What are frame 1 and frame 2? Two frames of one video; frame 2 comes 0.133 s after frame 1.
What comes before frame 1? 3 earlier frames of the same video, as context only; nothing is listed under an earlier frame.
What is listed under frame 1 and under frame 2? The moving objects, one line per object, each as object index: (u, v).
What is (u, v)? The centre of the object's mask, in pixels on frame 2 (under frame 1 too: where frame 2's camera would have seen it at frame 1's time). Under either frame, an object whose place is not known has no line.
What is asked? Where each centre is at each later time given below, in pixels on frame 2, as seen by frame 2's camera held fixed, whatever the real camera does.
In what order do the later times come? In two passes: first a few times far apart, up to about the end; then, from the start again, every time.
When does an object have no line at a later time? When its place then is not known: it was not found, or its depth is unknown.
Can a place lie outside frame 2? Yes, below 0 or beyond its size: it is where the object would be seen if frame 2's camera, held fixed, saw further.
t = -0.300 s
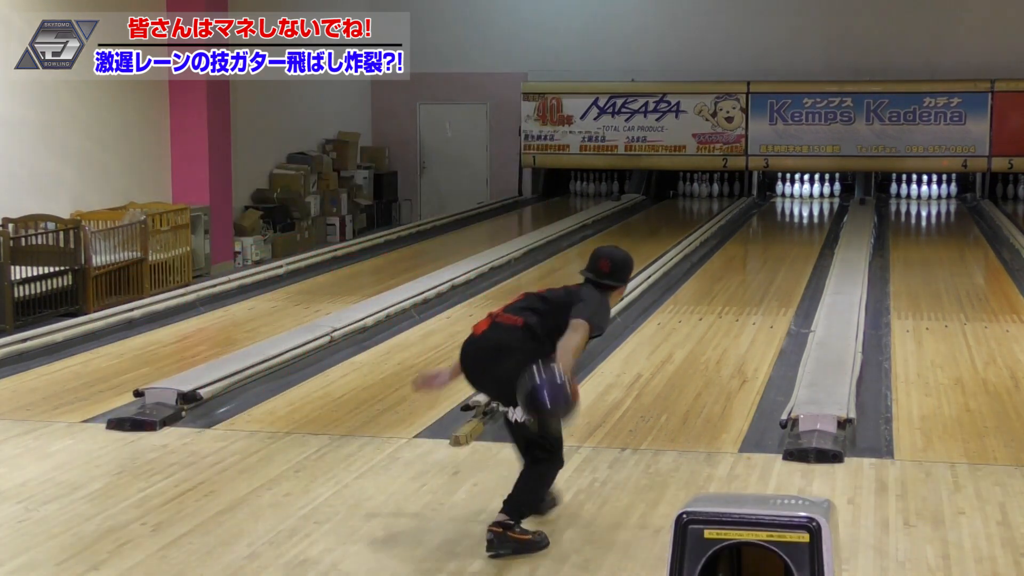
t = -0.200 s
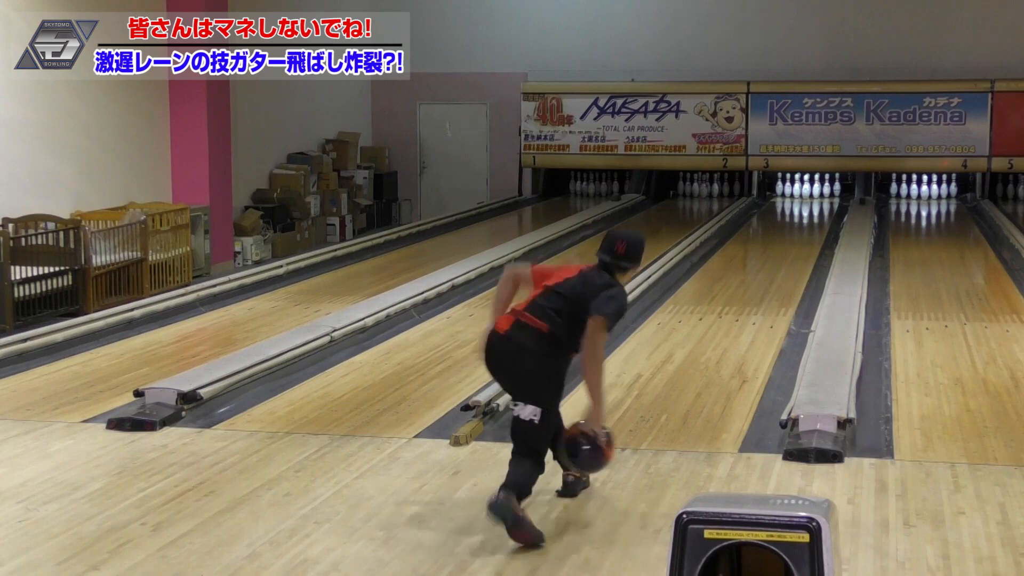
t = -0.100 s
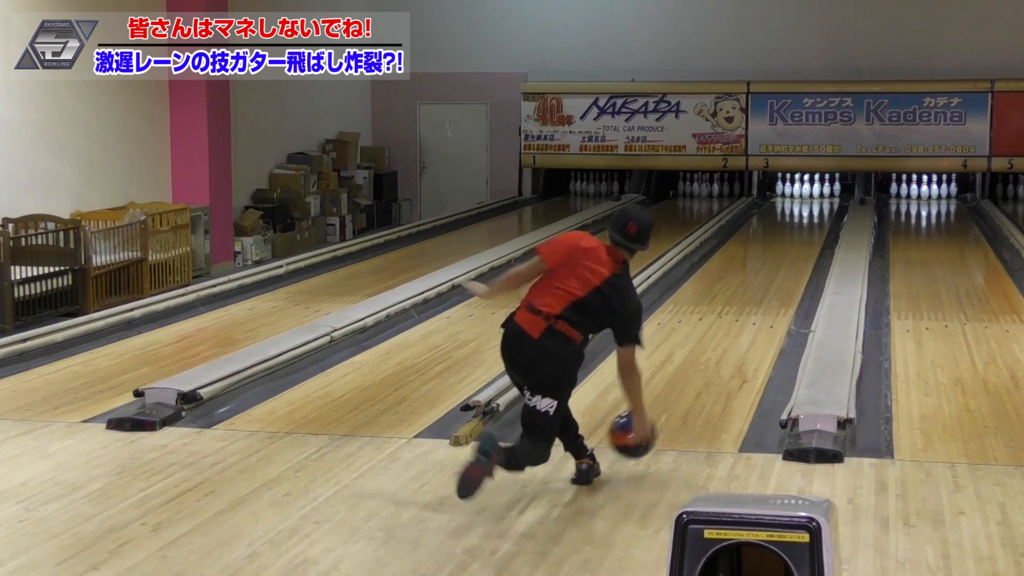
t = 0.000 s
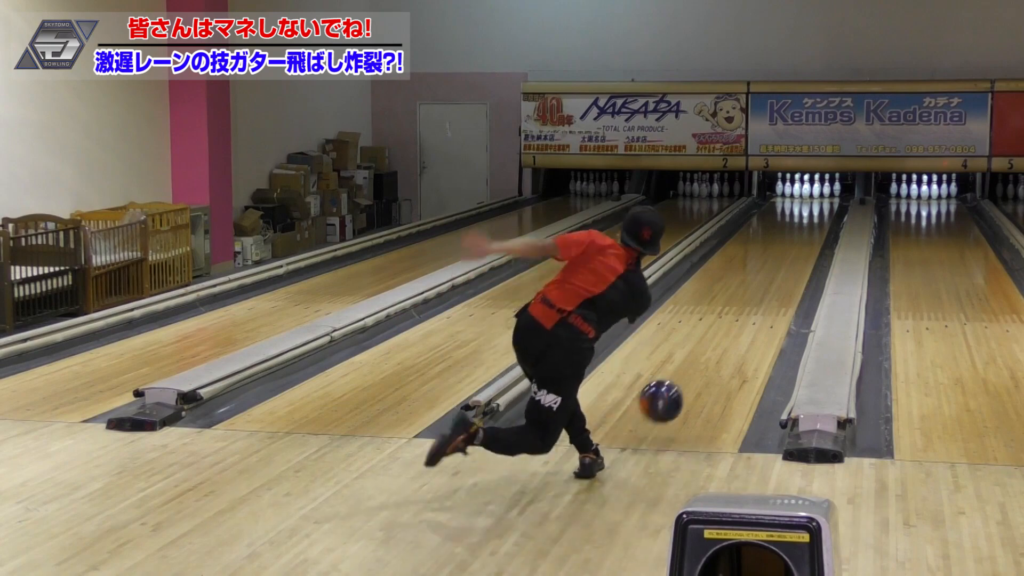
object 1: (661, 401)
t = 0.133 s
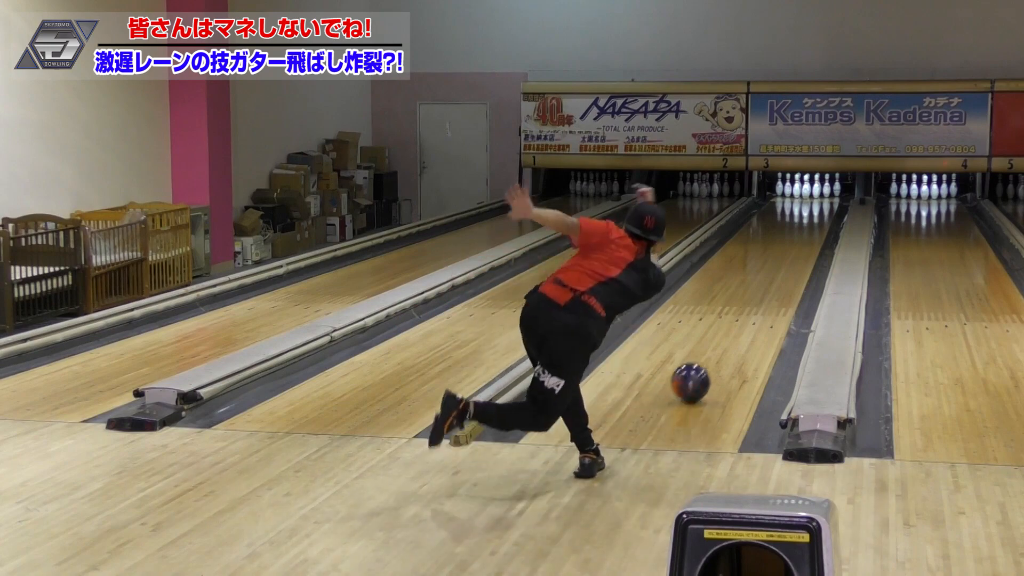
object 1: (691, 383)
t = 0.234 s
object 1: (708, 361)
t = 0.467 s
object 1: (737, 320)
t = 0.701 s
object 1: (756, 290)
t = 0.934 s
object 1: (768, 267)
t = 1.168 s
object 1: (775, 249)
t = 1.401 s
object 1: (777, 235)
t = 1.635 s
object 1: (780, 222)
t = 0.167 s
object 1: (697, 375)
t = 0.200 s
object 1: (703, 367)
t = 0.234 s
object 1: (708, 361)
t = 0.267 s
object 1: (713, 354)
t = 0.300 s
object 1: (718, 347)
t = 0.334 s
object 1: (722, 341)
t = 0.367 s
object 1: (726, 335)
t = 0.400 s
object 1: (730, 330)
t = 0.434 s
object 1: (734, 324)
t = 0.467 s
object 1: (737, 320)
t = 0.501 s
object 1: (740, 314)
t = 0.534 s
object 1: (743, 310)
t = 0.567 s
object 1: (746, 306)
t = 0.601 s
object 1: (749, 301)
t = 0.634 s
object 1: (751, 297)
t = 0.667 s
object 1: (754, 293)
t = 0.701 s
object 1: (756, 290)
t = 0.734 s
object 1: (758, 286)
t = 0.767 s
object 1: (760, 282)
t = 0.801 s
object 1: (762, 279)
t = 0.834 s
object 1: (763, 276)
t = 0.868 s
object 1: (765, 273)
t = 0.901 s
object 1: (766, 270)
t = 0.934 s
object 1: (768, 267)
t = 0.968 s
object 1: (769, 264)
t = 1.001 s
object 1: (770, 261)
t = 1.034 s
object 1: (771, 258)
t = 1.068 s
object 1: (772, 256)
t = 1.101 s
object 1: (773, 254)
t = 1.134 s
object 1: (773, 252)
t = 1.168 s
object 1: (775, 249)
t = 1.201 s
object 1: (775, 247)
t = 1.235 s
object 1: (776, 244)
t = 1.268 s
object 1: (776, 243)
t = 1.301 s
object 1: (777, 240)
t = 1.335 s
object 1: (777, 238)
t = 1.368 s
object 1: (777, 236)
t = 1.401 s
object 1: (777, 235)
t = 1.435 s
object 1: (778, 232)
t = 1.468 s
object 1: (778, 231)
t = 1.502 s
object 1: (778, 229)
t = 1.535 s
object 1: (779, 228)
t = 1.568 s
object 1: (779, 226)
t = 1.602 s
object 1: (779, 224)
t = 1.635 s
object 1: (780, 222)
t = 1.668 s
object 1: (780, 221)
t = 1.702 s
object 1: (780, 219)
